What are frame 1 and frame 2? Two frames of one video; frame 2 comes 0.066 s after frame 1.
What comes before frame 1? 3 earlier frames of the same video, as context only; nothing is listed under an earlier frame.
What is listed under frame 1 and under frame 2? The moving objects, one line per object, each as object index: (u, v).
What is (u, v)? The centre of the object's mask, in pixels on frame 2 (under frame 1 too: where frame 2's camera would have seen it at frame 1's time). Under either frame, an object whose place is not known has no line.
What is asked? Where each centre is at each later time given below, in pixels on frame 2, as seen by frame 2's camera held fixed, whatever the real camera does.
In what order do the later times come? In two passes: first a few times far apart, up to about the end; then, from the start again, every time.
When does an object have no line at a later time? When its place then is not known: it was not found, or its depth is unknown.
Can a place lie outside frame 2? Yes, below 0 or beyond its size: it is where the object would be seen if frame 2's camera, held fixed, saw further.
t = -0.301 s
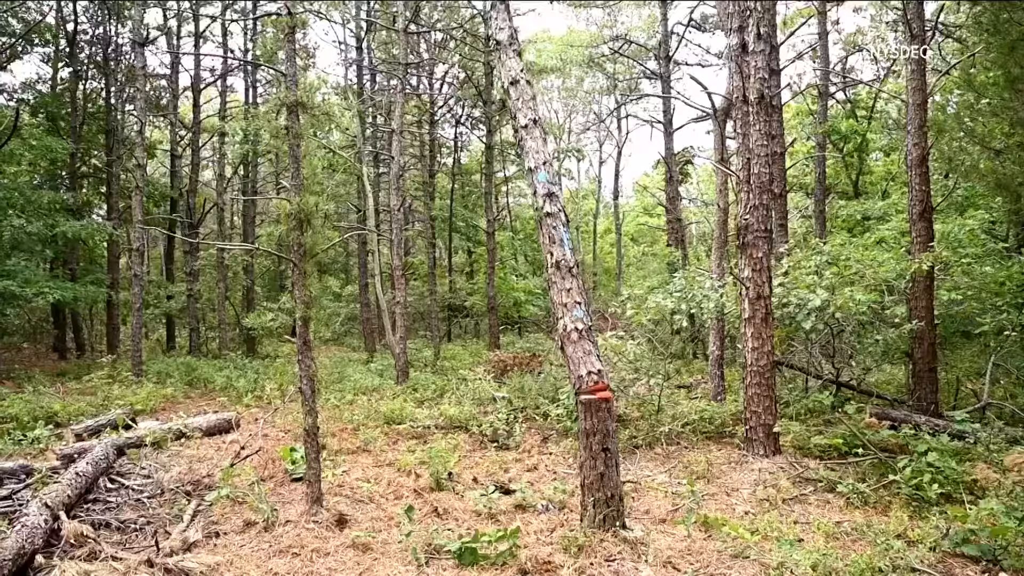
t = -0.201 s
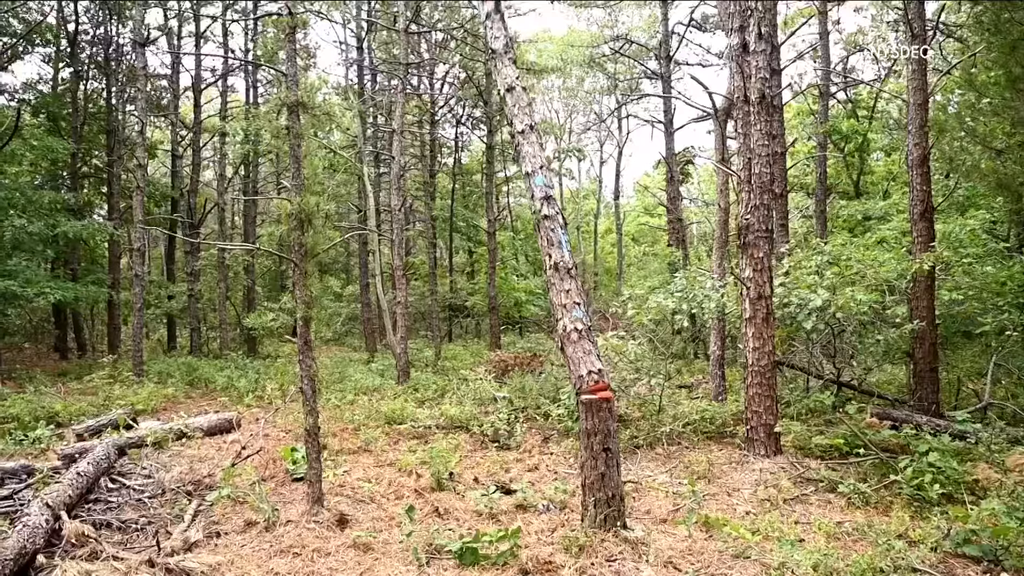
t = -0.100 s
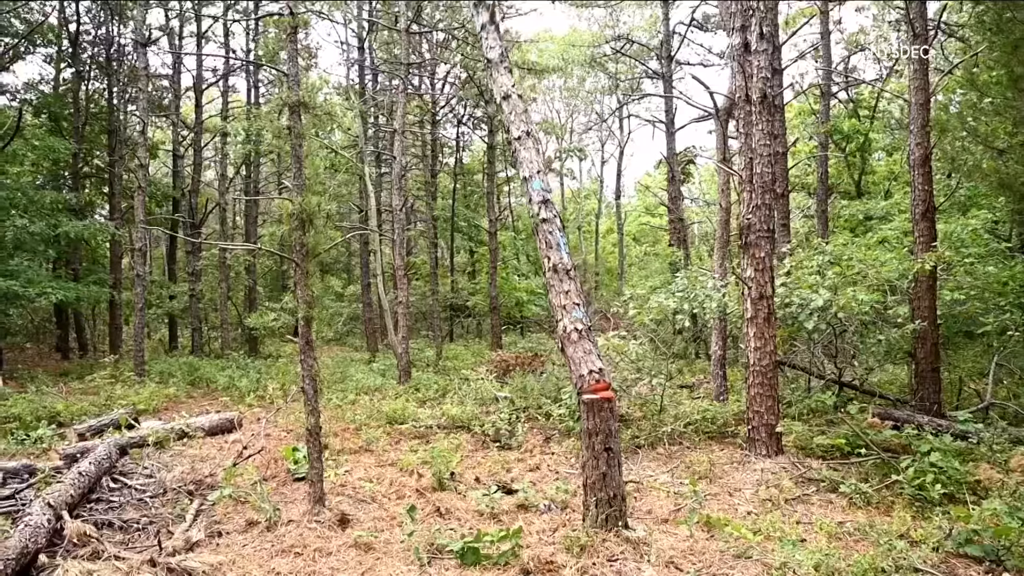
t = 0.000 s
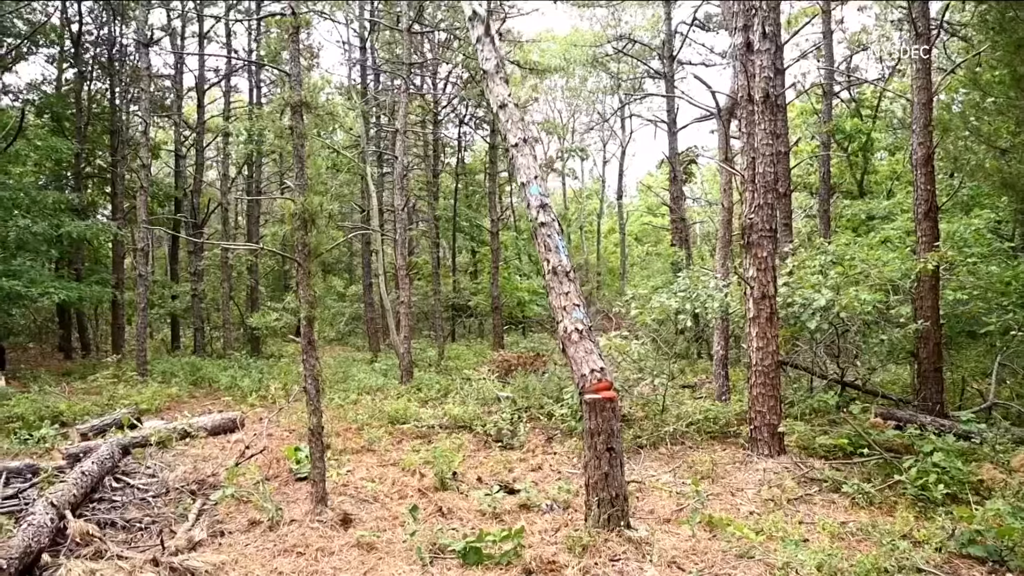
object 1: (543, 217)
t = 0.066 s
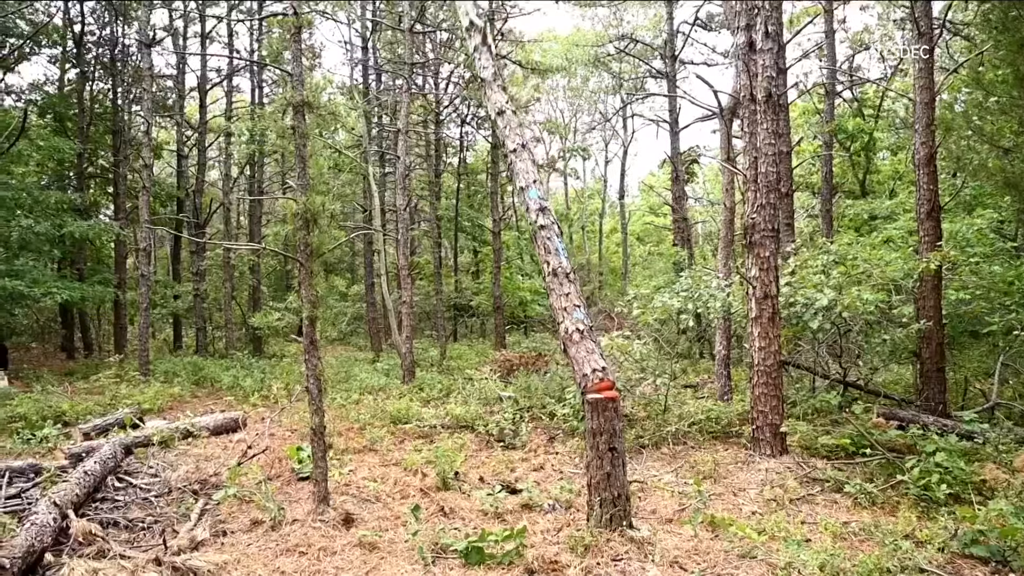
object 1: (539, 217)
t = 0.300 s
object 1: (523, 222)
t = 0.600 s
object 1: (498, 237)
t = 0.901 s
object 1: (495, 287)
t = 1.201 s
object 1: (500, 335)
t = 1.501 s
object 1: (510, 392)
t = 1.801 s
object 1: (514, 378)
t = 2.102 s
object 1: (510, 382)
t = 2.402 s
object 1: (509, 388)
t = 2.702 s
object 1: (513, 385)
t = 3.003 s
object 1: (510, 389)
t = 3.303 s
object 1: (507, 386)
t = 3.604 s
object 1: (509, 388)
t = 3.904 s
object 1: (515, 387)
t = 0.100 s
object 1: (536, 213)
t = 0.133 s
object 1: (535, 220)
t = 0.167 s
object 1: (533, 220)
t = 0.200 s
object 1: (531, 222)
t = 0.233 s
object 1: (528, 222)
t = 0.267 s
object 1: (525, 221)
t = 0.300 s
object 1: (523, 222)
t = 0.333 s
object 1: (520, 223)
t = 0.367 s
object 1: (518, 225)
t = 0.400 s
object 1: (514, 224)
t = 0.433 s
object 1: (510, 223)
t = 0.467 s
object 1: (509, 228)
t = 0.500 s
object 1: (504, 227)
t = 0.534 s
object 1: (502, 231)
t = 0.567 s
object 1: (501, 235)
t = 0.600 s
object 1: (498, 237)
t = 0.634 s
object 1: (496, 241)
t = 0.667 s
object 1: (501, 254)
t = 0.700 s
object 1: (496, 254)
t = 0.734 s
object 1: (493, 257)
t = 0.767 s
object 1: (495, 265)
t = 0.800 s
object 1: (489, 263)
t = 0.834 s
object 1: (490, 271)
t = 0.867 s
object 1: (497, 284)
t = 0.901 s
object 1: (495, 287)
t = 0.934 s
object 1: (493, 292)
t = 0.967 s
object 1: (493, 297)
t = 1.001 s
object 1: (495, 303)
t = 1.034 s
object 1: (499, 311)
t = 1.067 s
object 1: (500, 317)
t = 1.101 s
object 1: (500, 321)
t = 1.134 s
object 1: (502, 326)
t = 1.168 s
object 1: (503, 331)
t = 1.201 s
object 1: (500, 335)
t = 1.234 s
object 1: (499, 339)
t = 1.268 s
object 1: (502, 346)
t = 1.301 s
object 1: (503, 352)
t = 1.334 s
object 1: (498, 356)
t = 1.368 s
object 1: (497, 362)
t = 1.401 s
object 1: (496, 369)
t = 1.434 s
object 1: (505, 377)
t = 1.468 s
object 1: (506, 384)
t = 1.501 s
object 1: (510, 392)
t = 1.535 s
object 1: (515, 398)
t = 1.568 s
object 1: (513, 396)
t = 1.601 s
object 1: (508, 392)
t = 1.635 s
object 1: (507, 385)
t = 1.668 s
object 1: (505, 381)
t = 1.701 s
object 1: (513, 381)
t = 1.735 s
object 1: (513, 379)
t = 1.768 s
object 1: (514, 378)
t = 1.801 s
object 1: (514, 378)
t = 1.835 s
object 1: (508, 376)
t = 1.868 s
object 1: (508, 376)
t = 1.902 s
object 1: (508, 376)
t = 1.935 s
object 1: (514, 378)
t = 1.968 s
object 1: (509, 377)
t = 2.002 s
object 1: (508, 378)
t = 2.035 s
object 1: (509, 380)
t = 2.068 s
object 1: (510, 381)
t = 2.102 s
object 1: (510, 382)
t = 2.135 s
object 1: (508, 384)
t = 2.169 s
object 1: (511, 386)
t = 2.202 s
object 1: (509, 387)
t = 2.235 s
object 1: (509, 389)
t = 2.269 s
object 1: (515, 392)
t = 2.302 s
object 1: (517, 392)
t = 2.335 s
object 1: (517, 391)
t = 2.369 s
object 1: (516, 390)
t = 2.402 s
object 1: (509, 388)
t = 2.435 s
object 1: (509, 386)
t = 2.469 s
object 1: (509, 385)
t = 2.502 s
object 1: (514, 385)
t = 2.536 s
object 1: (505, 384)
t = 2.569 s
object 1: (504, 384)
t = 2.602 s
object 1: (503, 384)
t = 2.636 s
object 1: (512, 384)
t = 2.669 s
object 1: (512, 384)
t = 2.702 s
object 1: (513, 385)
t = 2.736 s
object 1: (514, 386)
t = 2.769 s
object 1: (510, 386)
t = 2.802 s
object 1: (514, 387)
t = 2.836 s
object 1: (511, 388)
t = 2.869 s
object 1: (515, 390)
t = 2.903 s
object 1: (511, 390)
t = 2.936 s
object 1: (510, 390)
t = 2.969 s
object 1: (508, 390)
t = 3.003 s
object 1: (510, 389)
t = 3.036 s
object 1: (510, 388)
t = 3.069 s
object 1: (511, 387)
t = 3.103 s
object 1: (511, 386)
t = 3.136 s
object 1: (511, 386)
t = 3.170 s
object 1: (514, 386)
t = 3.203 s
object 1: (515, 385)
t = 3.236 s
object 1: (506, 385)
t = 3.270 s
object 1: (506, 385)
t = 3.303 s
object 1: (507, 386)
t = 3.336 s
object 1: (510, 386)
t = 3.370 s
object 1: (512, 387)
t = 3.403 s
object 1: (510, 388)
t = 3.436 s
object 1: (509, 388)
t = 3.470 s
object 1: (509, 389)
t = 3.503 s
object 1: (509, 389)
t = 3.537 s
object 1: (509, 389)
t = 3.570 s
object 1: (510, 389)
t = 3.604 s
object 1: (509, 388)
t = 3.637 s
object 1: (508, 387)
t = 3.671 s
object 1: (508, 387)
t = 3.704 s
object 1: (510, 386)
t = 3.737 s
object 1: (506, 386)
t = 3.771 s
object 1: (504, 386)
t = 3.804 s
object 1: (509, 386)
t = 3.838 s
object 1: (510, 386)
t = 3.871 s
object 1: (513, 386)
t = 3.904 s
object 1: (515, 387)
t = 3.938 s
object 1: (518, 387)
